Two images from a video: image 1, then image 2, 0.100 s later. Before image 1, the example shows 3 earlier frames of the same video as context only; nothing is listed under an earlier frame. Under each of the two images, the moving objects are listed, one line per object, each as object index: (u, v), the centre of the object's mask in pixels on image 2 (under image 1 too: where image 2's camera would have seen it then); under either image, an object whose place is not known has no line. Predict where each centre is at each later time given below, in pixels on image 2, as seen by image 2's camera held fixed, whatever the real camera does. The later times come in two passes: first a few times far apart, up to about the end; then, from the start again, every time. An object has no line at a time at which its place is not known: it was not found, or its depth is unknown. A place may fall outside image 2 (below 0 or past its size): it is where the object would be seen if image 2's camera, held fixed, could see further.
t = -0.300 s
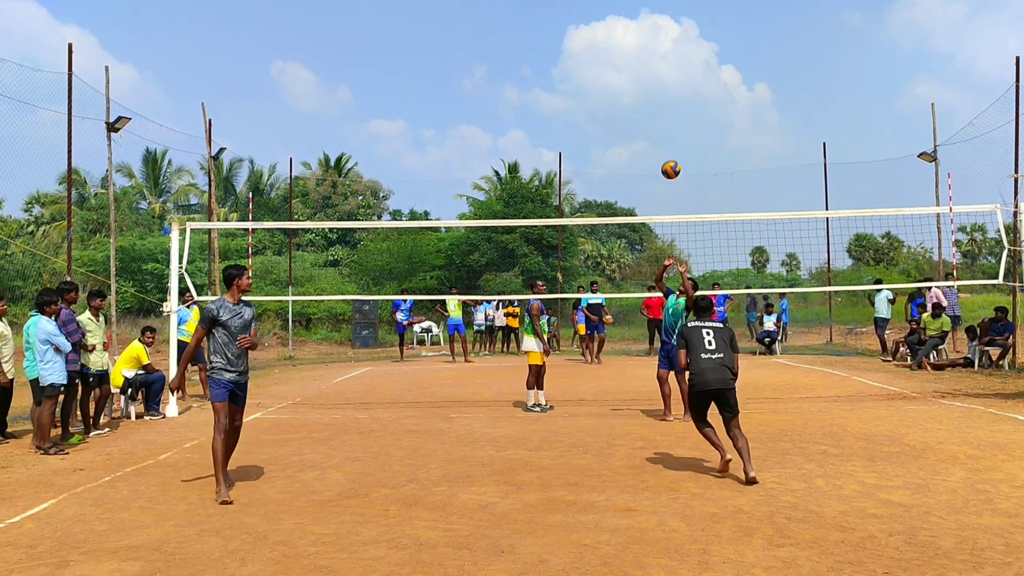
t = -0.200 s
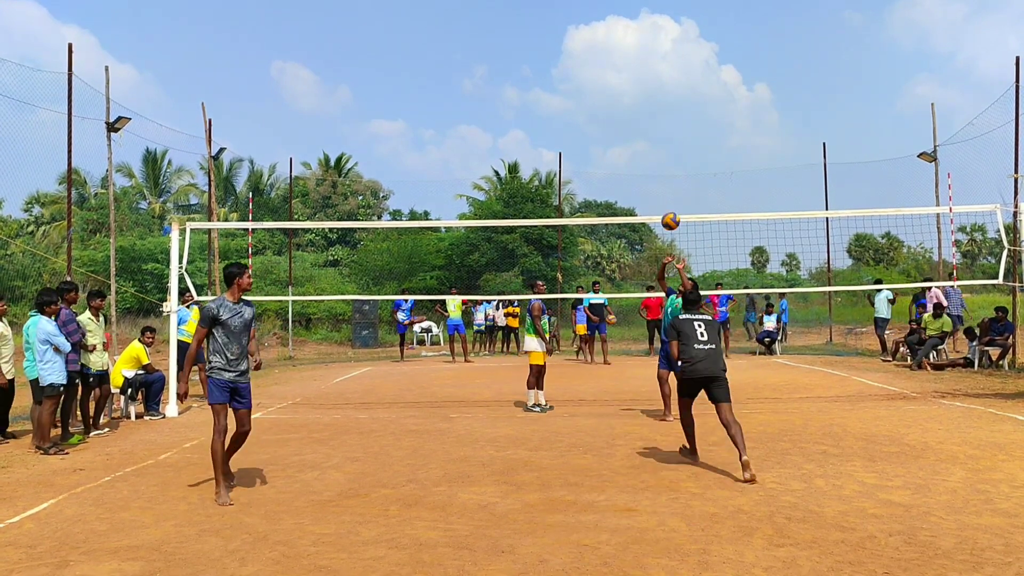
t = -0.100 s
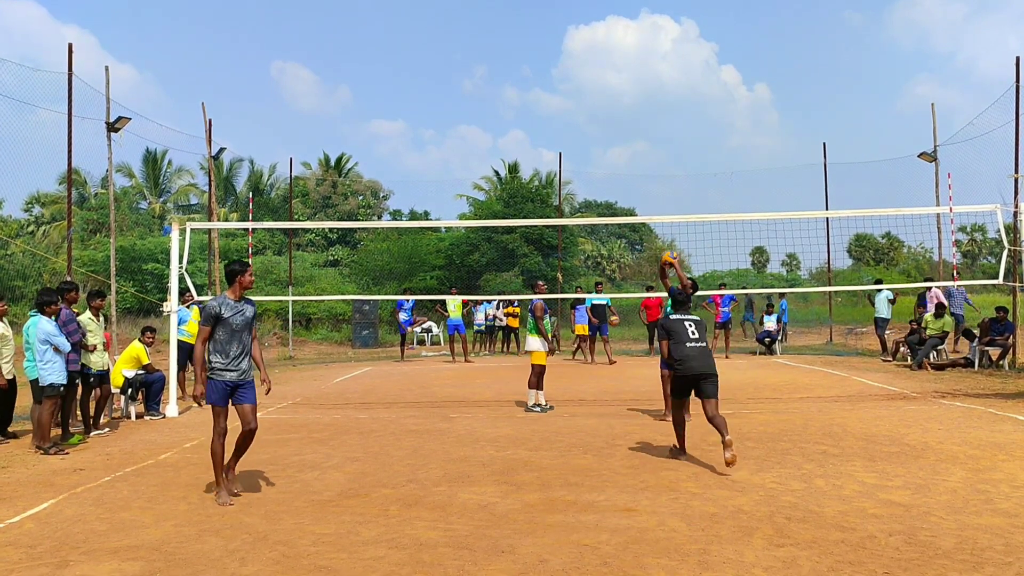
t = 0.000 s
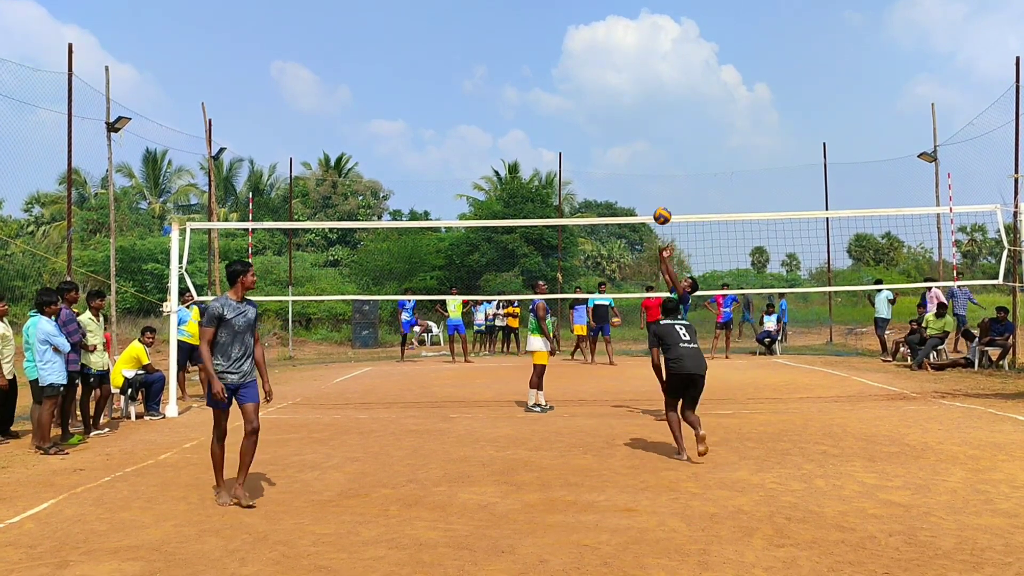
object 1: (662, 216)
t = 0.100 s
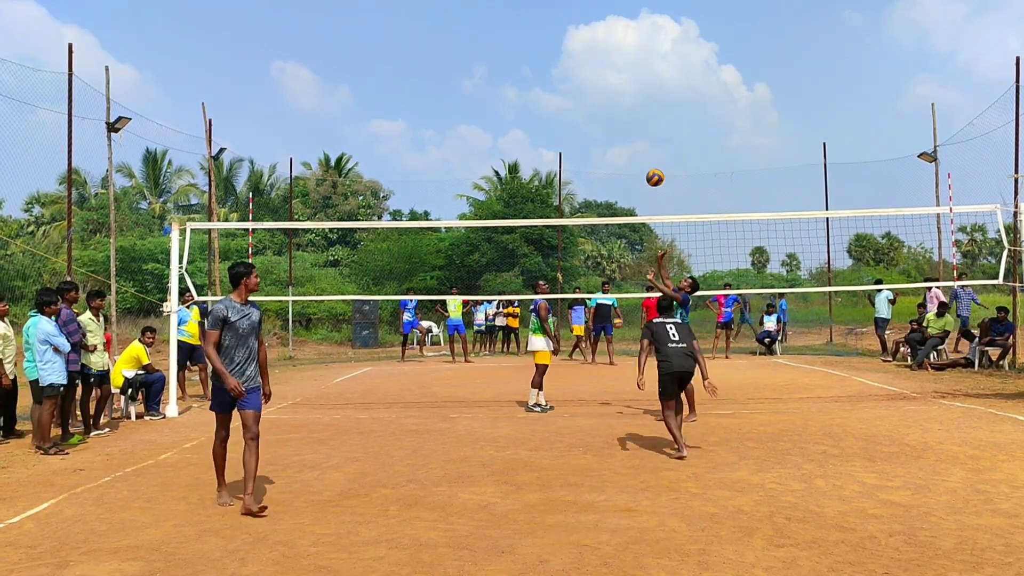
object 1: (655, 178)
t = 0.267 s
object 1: (643, 133)
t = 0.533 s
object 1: (624, 109)
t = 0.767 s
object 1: (609, 135)
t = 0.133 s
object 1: (652, 167)
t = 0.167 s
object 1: (650, 157)
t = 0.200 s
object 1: (647, 148)
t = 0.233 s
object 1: (645, 140)
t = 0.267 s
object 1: (643, 133)
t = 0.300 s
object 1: (640, 127)
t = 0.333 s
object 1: (638, 121)
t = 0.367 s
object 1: (636, 117)
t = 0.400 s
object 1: (633, 114)
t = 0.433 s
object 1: (631, 111)
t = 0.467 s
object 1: (628, 110)
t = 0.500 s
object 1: (626, 109)
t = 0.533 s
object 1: (624, 109)
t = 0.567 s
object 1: (622, 110)
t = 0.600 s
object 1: (620, 112)
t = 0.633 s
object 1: (617, 115)
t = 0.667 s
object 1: (615, 119)
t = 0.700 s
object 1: (613, 124)
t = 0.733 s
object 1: (611, 129)
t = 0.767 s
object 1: (609, 135)
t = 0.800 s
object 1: (606, 142)
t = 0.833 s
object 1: (604, 150)
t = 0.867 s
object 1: (602, 159)
